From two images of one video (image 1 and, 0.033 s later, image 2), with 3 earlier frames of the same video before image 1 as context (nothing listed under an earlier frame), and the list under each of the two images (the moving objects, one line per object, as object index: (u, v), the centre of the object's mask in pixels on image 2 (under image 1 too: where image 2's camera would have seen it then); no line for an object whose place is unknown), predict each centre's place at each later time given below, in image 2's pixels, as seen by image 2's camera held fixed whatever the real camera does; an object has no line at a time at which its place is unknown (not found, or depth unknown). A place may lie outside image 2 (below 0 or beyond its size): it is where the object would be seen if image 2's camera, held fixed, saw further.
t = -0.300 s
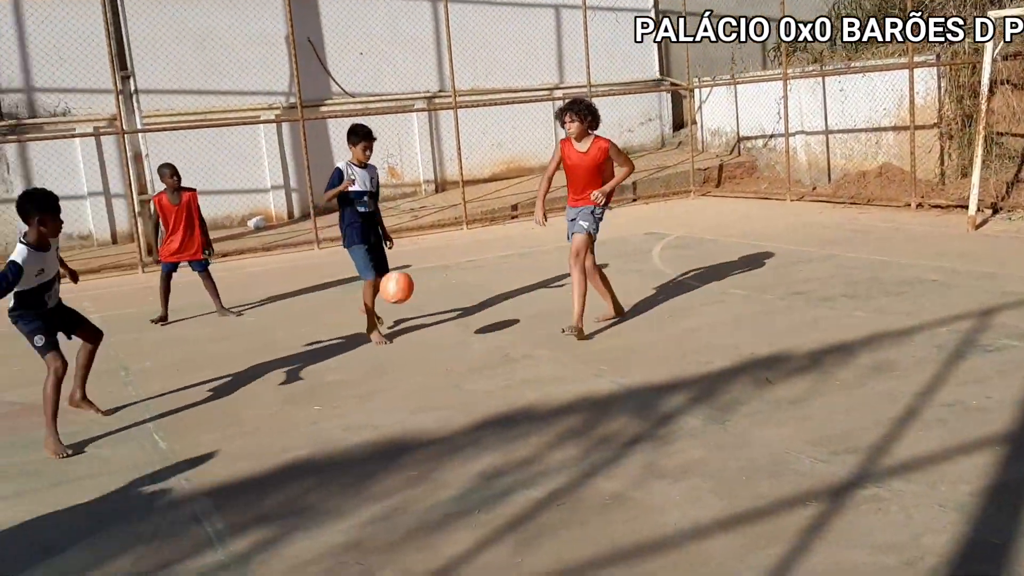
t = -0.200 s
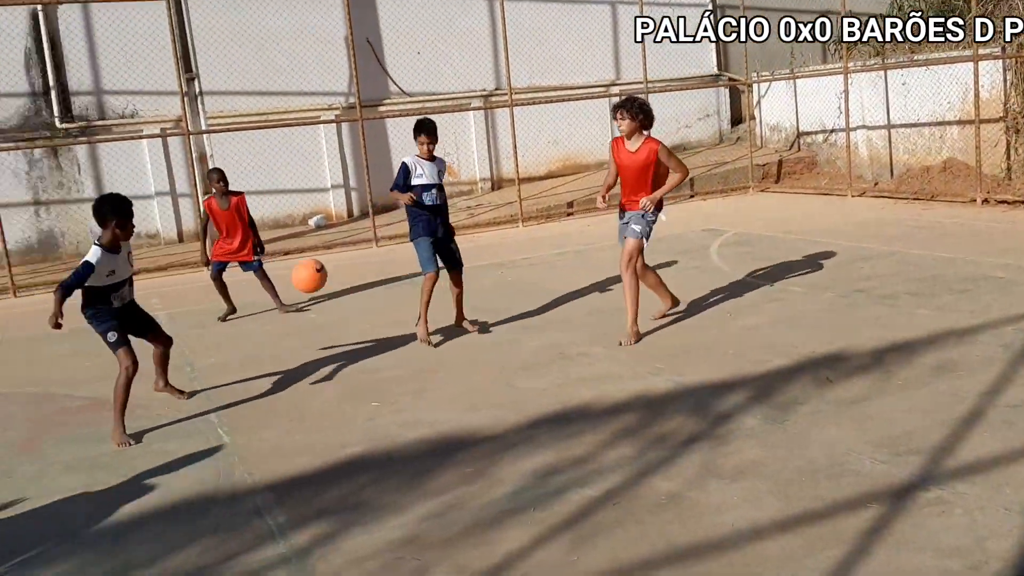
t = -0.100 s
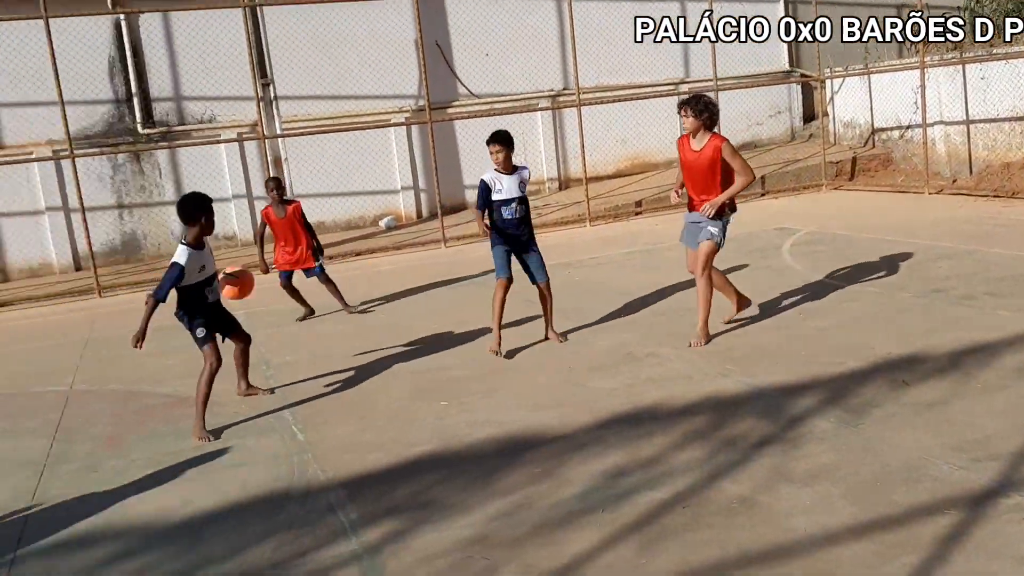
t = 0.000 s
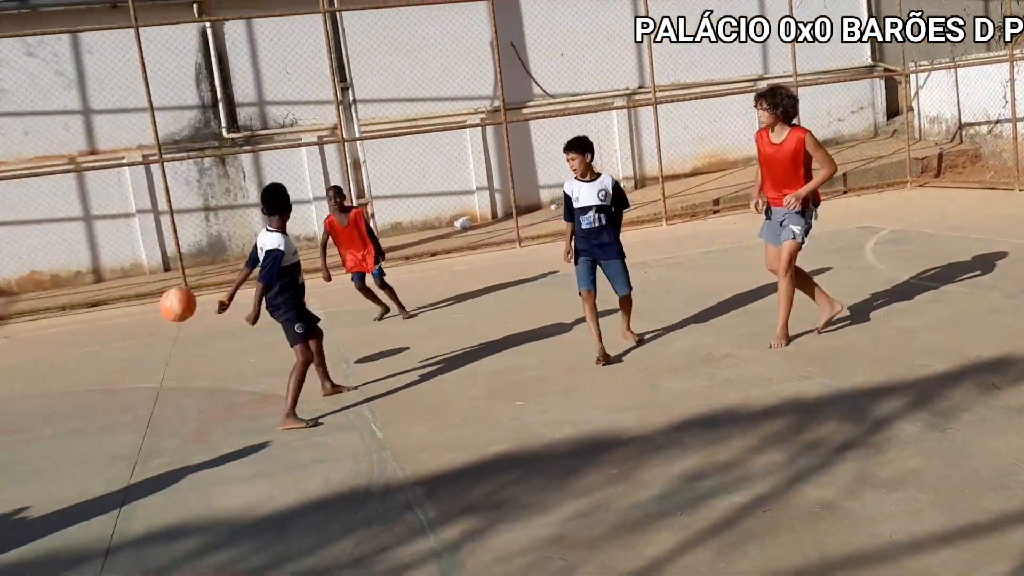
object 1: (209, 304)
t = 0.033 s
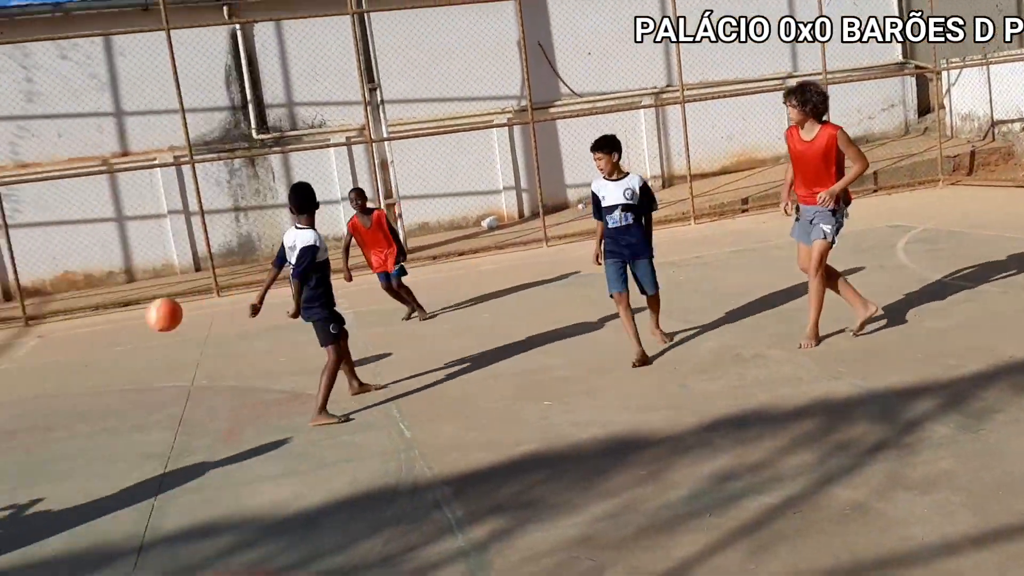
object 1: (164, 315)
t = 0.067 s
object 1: (121, 327)
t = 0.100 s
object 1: (77, 341)
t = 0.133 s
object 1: (35, 355)
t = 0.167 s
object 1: (-7, 372)
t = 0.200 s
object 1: (-47, 391)
